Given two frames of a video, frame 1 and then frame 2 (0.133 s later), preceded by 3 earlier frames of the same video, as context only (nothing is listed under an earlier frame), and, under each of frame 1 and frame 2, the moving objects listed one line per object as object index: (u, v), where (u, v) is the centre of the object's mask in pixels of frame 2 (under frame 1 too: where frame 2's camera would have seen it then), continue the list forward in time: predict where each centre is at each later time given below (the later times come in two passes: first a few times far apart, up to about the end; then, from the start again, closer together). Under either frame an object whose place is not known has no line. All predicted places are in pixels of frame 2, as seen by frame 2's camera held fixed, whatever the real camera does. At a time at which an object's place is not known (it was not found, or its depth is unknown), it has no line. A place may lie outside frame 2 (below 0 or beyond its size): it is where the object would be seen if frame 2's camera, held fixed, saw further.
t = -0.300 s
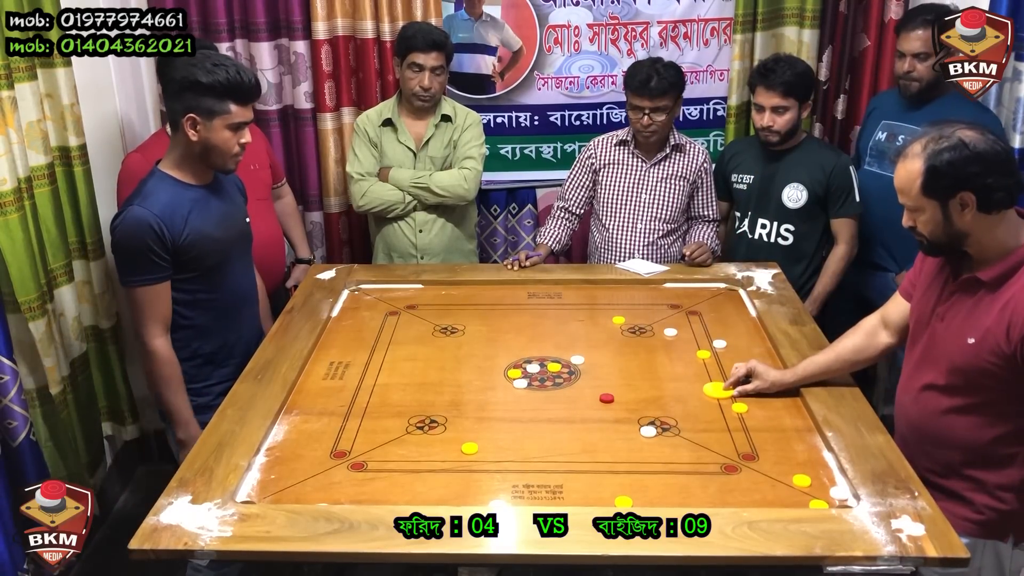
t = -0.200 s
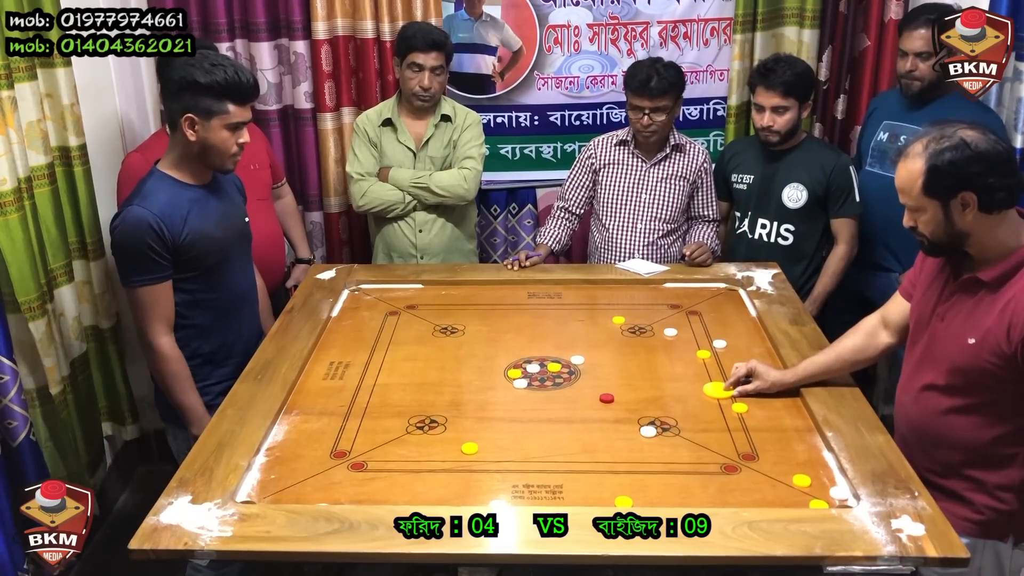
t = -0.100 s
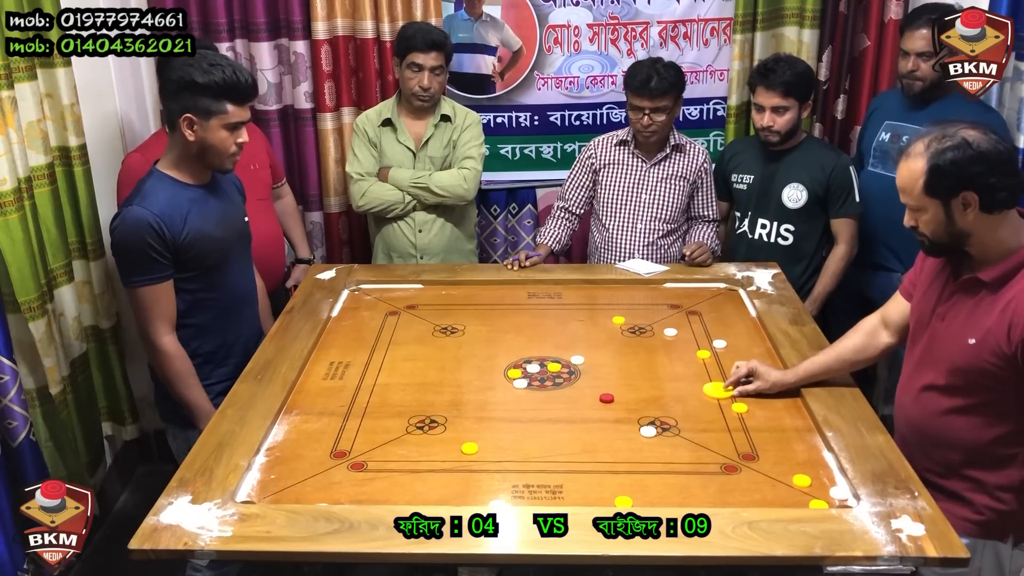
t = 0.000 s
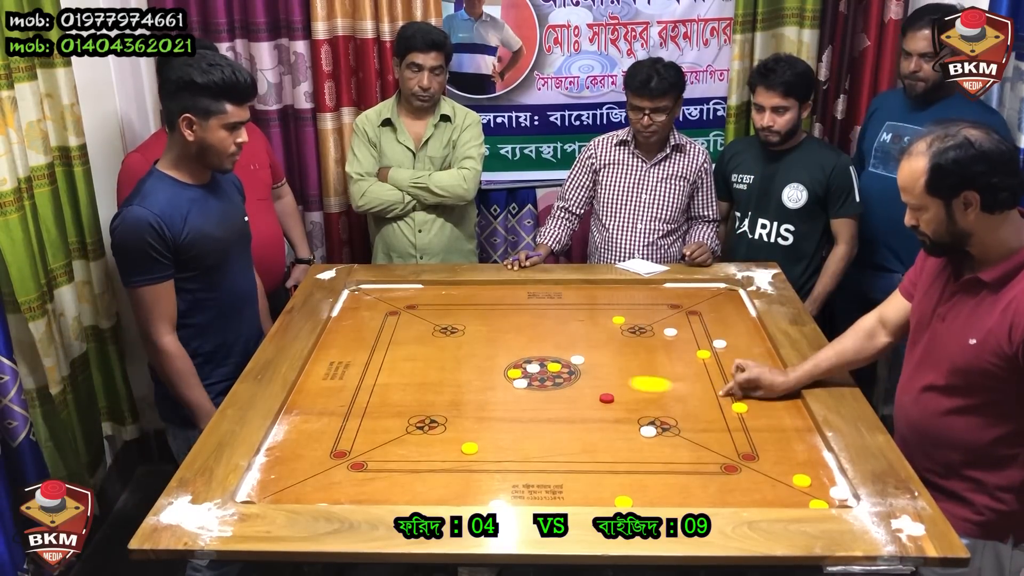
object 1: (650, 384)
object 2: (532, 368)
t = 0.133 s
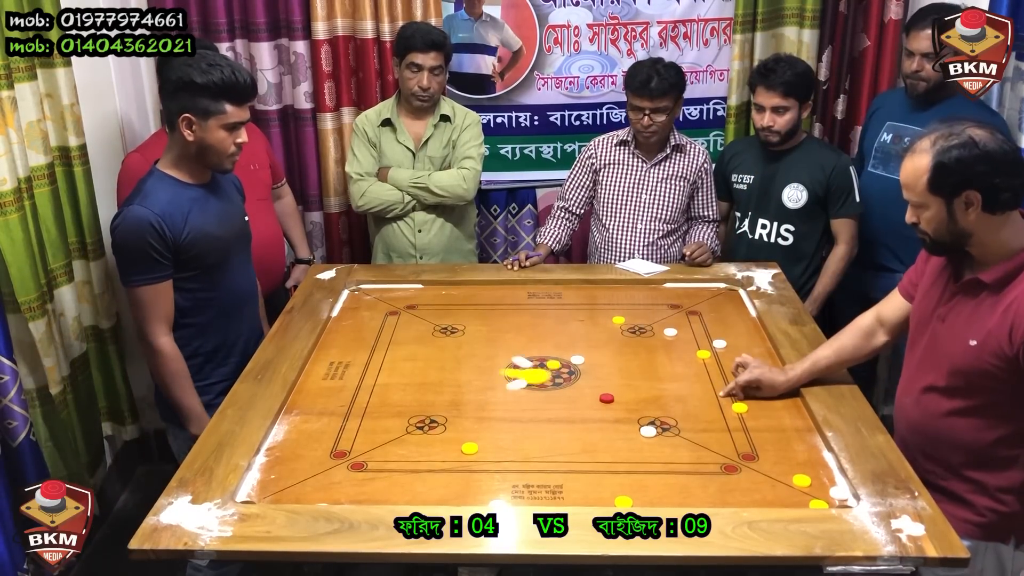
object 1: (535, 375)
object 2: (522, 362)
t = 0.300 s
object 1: (476, 374)
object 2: (441, 319)
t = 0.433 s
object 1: (440, 374)
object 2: (389, 292)
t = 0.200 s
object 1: (509, 375)
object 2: (487, 343)
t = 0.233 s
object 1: (497, 375)
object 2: (470, 334)
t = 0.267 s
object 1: (486, 375)
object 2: (455, 326)
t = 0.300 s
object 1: (476, 374)
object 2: (441, 319)
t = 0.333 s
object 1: (466, 375)
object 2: (427, 311)
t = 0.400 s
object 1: (448, 374)
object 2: (401, 298)
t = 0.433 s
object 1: (440, 374)
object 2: (389, 292)
